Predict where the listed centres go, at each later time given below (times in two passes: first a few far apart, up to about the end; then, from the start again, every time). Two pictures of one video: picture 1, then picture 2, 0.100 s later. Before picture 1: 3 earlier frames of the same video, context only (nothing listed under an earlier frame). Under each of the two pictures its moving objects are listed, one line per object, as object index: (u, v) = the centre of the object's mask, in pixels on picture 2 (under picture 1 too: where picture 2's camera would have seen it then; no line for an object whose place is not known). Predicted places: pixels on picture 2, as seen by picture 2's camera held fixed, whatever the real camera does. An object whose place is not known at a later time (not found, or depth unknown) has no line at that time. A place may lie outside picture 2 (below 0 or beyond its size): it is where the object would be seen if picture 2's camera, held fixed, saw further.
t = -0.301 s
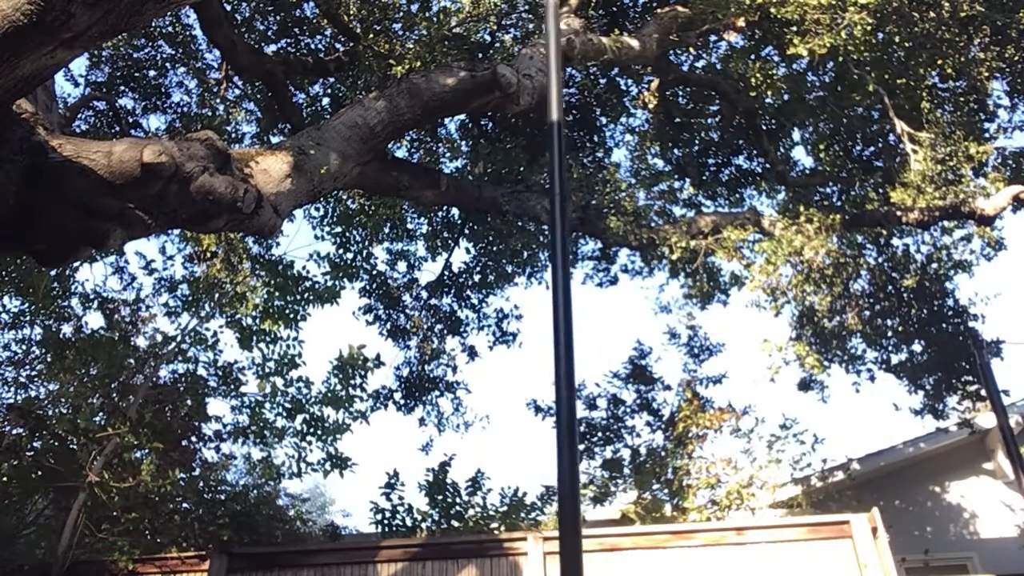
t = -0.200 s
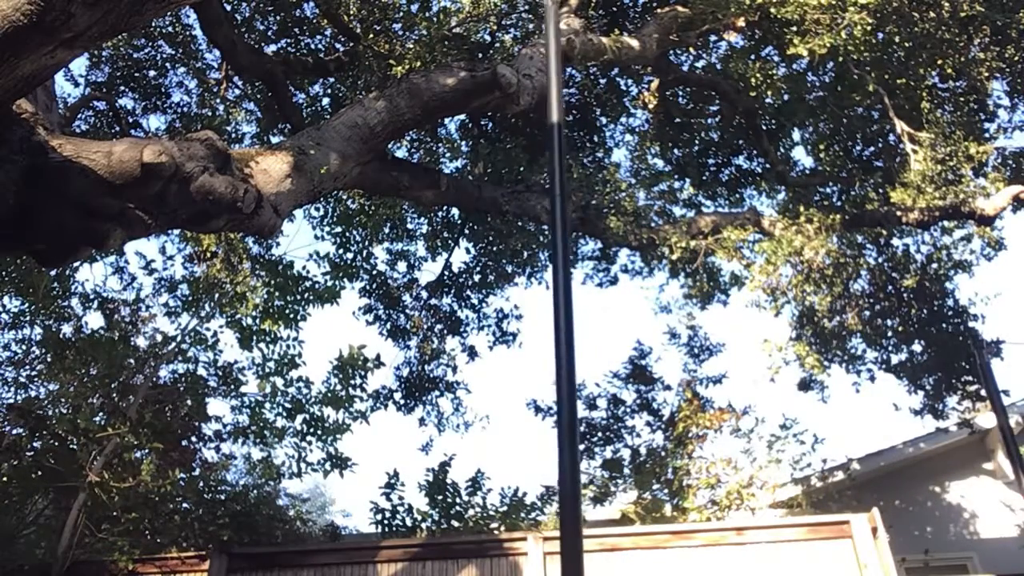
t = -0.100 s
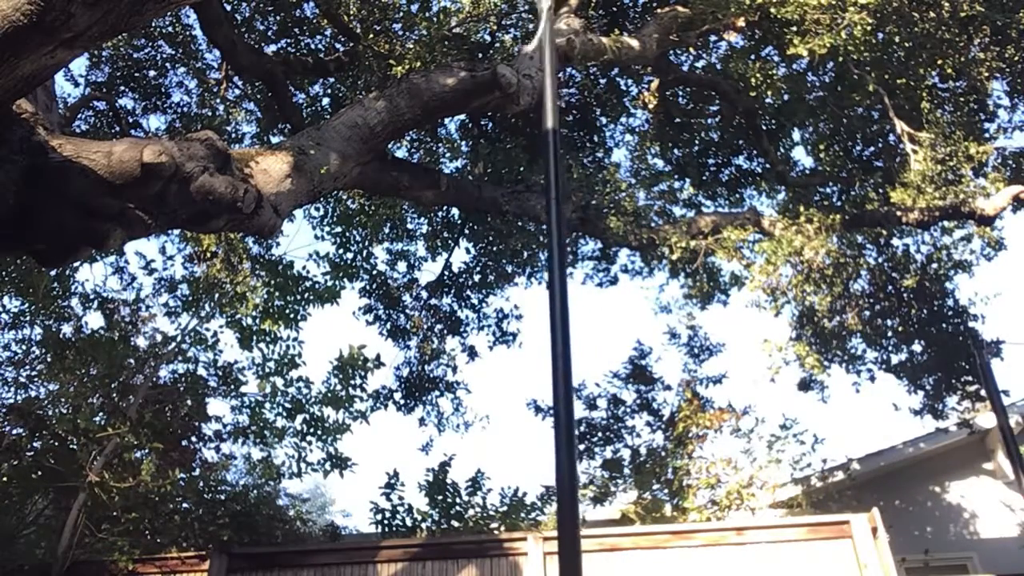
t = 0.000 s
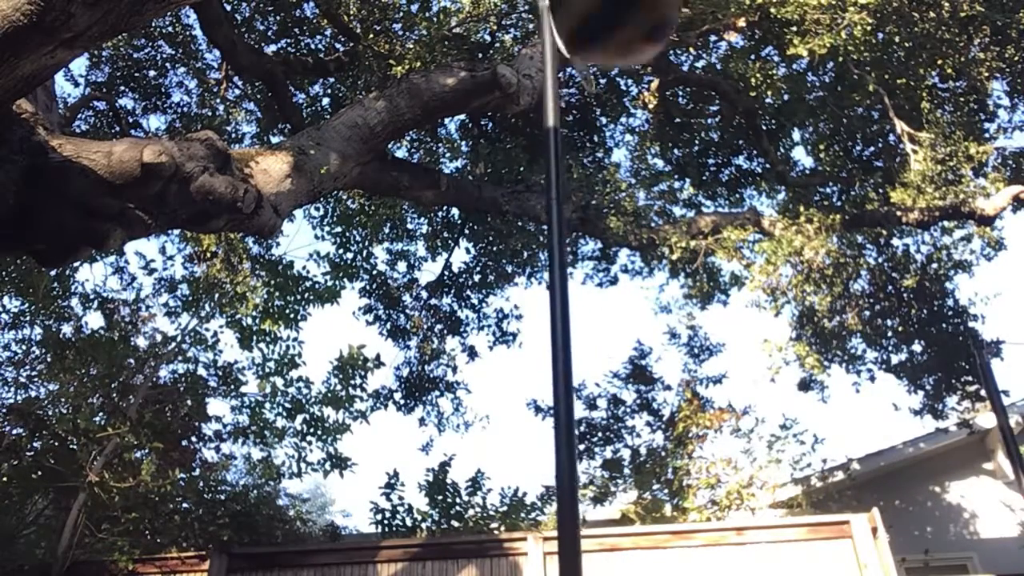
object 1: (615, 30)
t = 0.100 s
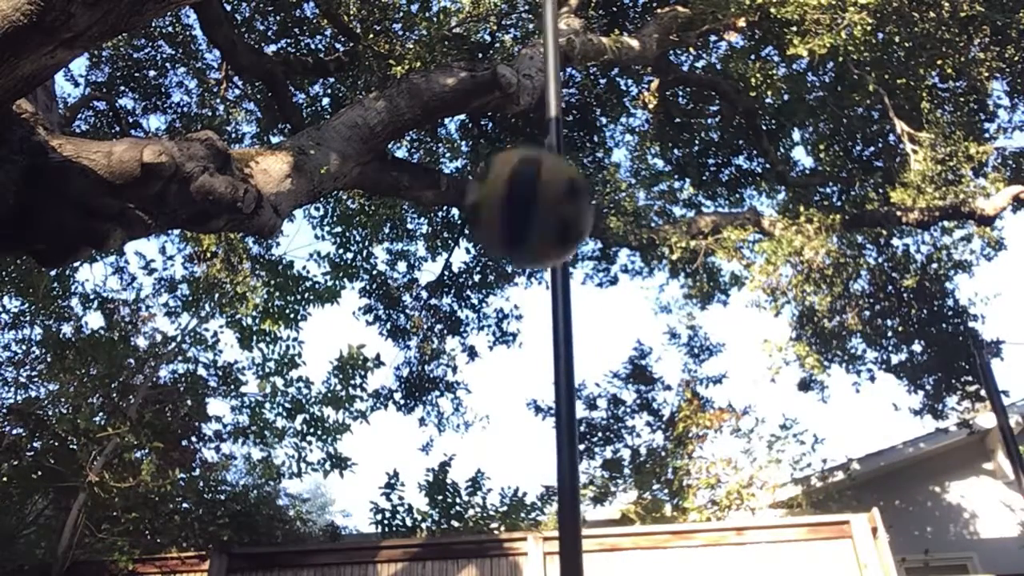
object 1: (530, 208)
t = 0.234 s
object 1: (458, 365)
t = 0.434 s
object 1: (408, 520)
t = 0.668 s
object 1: (445, 453)
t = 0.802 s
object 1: (469, 453)
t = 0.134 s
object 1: (509, 253)
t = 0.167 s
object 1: (490, 293)
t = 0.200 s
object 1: (474, 329)
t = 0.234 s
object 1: (458, 365)
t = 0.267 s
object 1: (445, 401)
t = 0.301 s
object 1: (432, 436)
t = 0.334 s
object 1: (421, 473)
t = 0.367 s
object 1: (411, 506)
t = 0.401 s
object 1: (407, 523)
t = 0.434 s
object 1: (408, 520)
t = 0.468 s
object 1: (413, 502)
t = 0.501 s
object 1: (419, 486)
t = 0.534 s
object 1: (425, 473)
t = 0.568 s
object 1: (430, 465)
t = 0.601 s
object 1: (436, 458)
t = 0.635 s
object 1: (441, 456)
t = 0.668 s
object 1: (445, 453)
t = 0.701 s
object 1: (450, 449)
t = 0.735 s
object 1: (455, 449)
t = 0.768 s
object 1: (461, 451)
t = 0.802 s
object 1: (469, 453)
